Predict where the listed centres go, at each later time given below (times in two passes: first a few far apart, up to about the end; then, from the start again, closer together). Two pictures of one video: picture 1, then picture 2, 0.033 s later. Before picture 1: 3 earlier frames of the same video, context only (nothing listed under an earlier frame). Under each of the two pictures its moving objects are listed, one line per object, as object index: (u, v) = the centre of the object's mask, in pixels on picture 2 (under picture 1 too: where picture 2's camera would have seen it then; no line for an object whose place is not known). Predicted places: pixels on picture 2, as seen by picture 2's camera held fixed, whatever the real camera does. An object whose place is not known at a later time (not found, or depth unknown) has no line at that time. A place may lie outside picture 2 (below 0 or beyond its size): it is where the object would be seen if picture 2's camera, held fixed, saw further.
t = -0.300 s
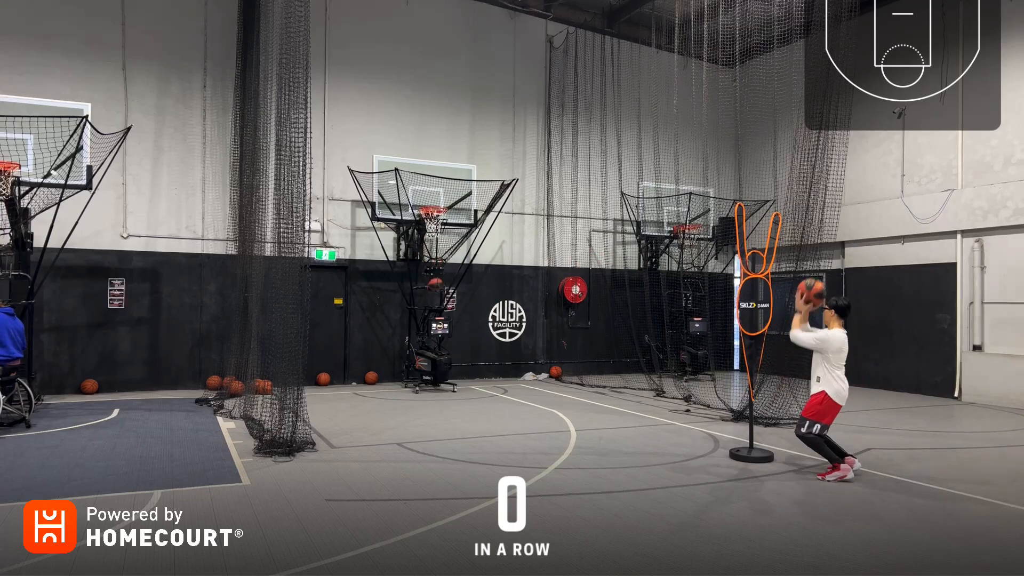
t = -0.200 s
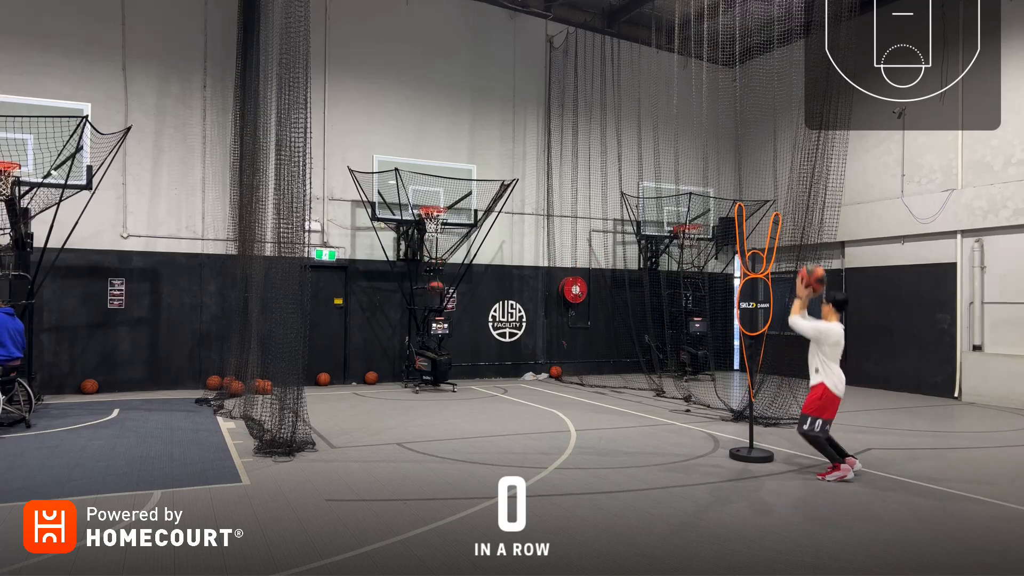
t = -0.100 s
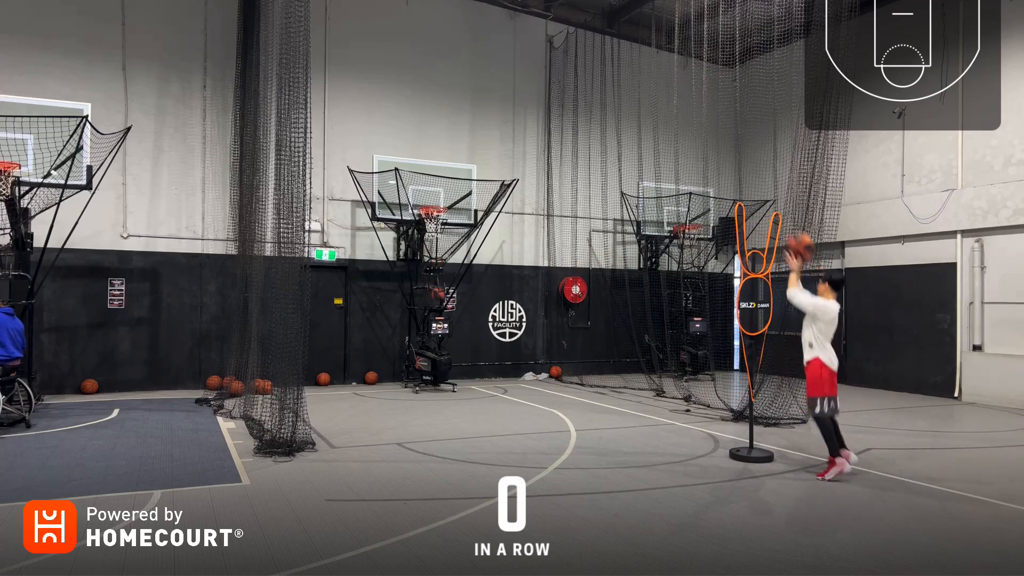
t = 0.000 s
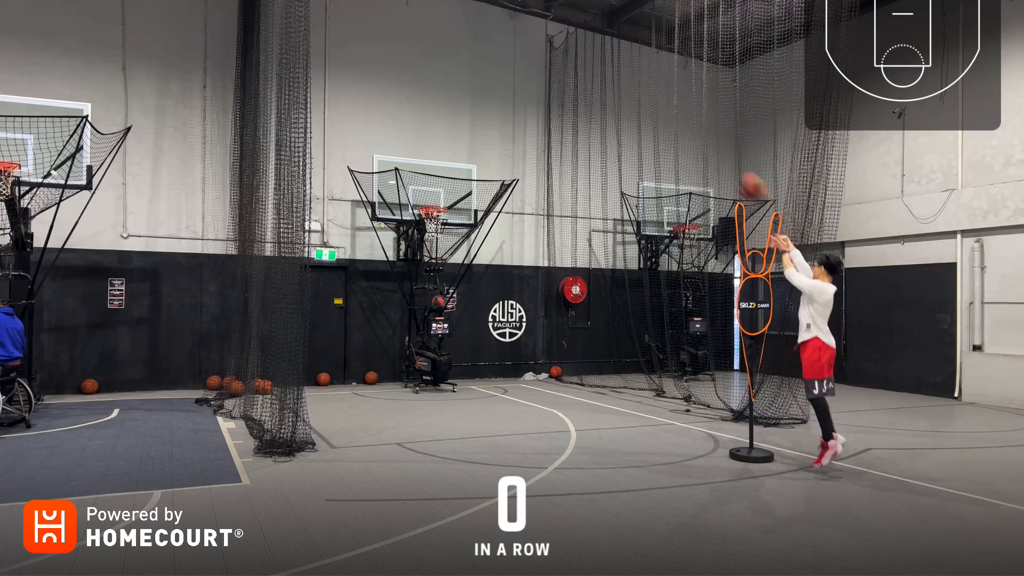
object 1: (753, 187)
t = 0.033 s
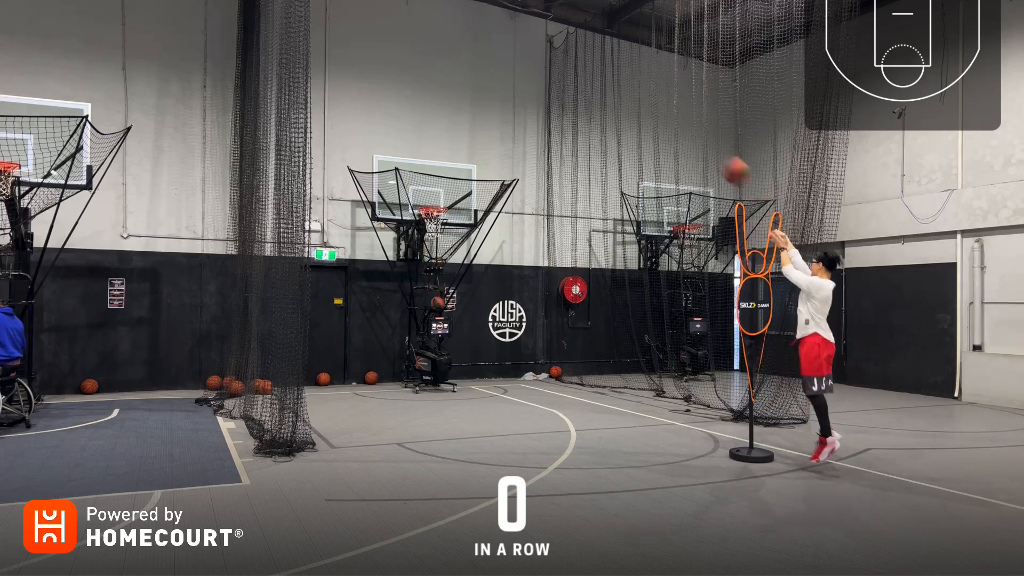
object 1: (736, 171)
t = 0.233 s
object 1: (639, 99)
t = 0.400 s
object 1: (585, 83)
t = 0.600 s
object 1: (530, 92)
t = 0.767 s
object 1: (492, 118)
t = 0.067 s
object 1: (719, 156)
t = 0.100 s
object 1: (705, 143)
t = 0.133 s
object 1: (690, 132)
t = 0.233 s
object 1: (639, 99)
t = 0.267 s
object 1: (627, 94)
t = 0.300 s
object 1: (616, 90)
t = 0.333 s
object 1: (605, 86)
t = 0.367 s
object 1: (594, 84)
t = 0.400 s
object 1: (585, 83)
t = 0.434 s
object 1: (575, 83)
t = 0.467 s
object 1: (564, 83)
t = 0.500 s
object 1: (555, 84)
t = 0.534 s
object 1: (546, 86)
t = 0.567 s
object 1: (538, 89)
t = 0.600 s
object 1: (530, 92)
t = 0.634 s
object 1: (522, 96)
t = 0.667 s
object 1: (514, 101)
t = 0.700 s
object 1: (507, 106)
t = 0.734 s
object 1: (499, 112)
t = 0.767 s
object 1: (492, 118)
